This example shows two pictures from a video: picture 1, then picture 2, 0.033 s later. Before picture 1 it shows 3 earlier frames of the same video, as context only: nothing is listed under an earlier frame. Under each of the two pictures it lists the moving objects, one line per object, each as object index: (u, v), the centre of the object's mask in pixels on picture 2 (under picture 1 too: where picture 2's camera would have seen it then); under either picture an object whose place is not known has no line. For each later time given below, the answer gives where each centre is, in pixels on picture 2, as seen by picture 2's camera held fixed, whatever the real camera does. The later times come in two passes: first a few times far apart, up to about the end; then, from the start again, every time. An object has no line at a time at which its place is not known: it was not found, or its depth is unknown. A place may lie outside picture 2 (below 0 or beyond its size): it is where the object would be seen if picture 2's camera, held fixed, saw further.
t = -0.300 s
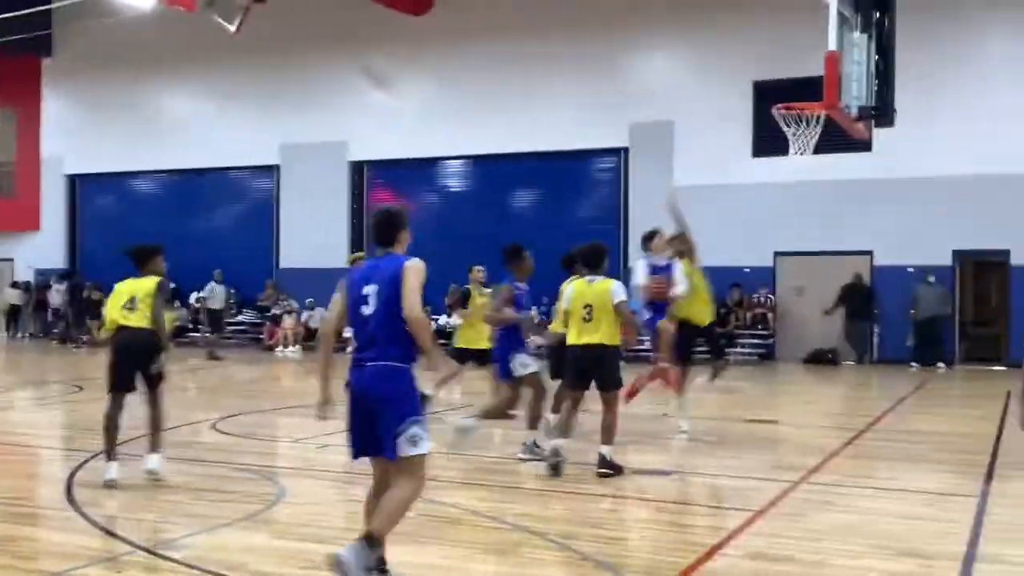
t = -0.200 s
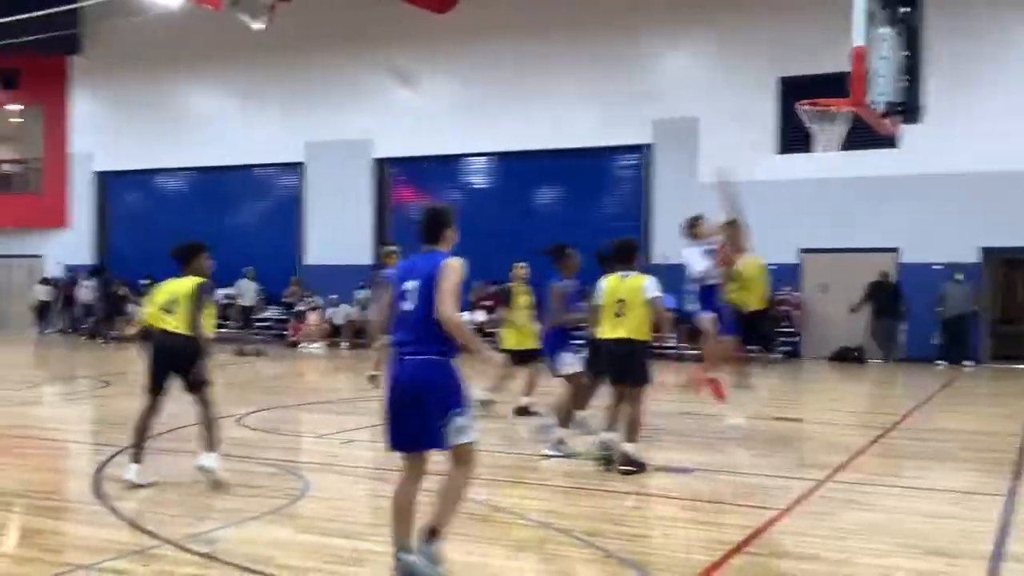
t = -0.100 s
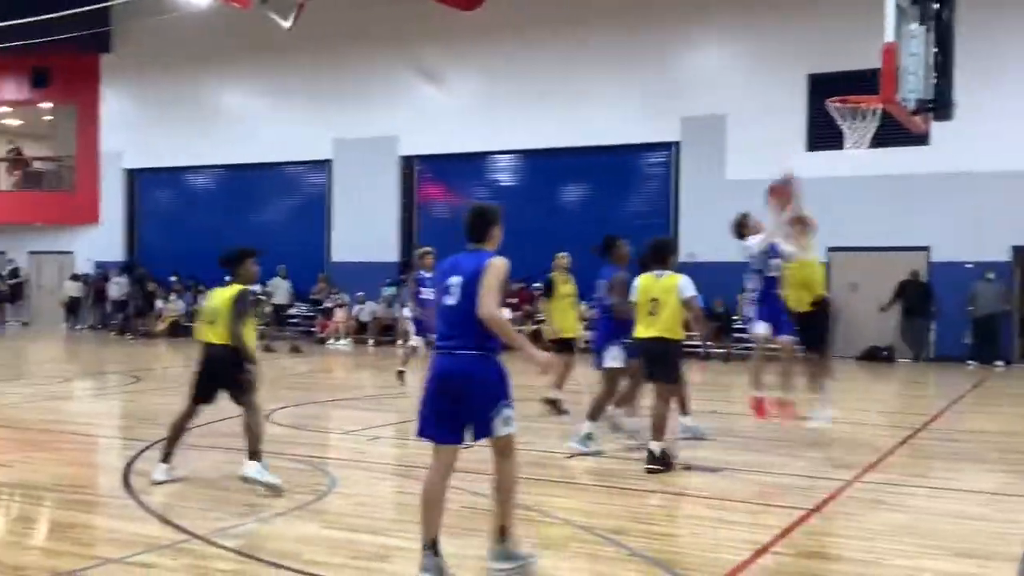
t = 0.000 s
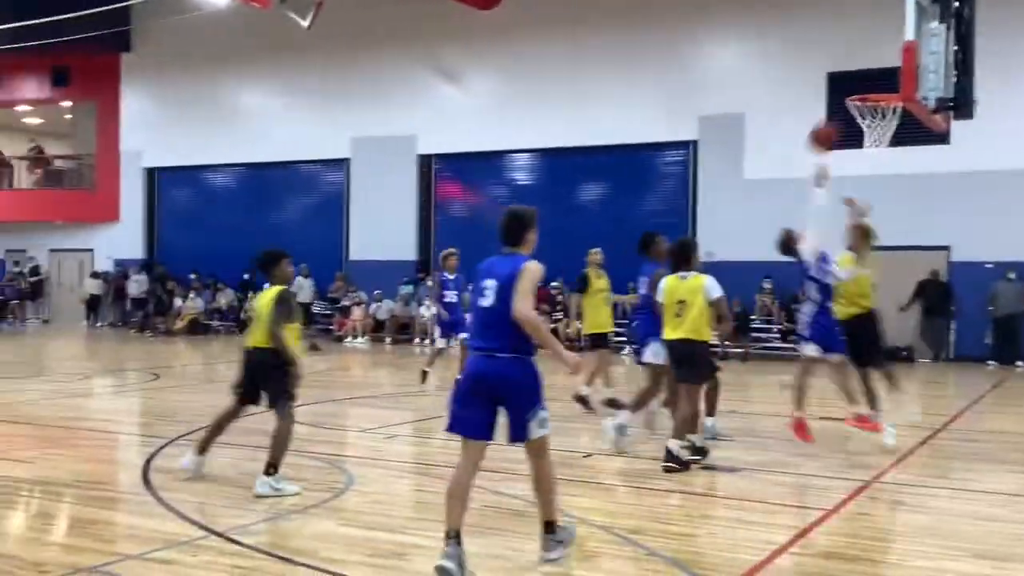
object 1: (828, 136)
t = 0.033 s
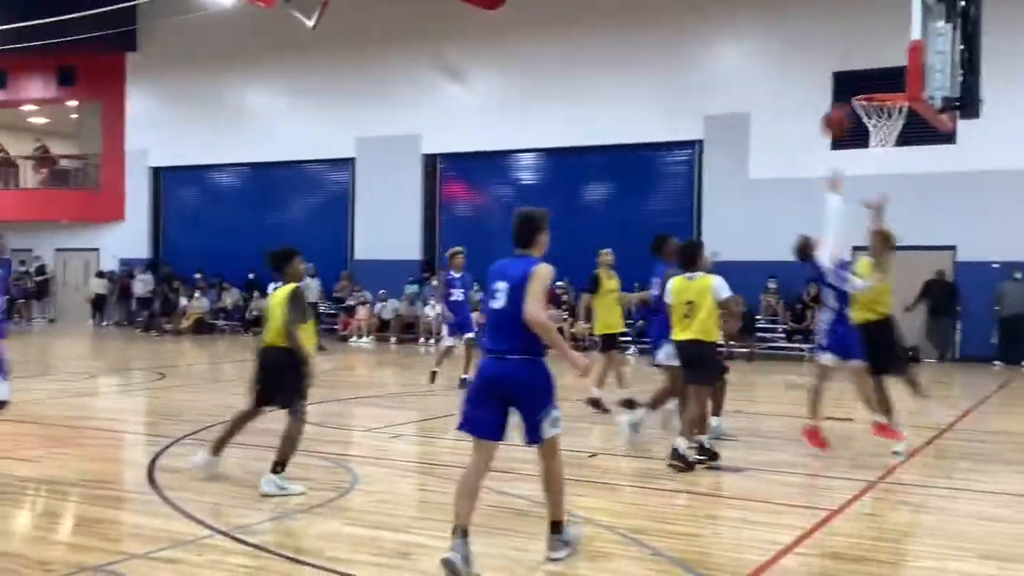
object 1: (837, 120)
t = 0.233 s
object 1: (880, 58)
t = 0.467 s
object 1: (898, 41)
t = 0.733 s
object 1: (872, 86)
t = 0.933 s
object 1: (880, 153)
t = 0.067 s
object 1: (844, 108)
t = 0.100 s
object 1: (850, 94)
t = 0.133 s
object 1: (857, 84)
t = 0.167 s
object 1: (864, 75)
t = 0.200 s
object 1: (872, 66)
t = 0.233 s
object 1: (880, 58)
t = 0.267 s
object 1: (886, 52)
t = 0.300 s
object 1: (893, 47)
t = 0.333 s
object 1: (897, 44)
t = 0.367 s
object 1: (901, 41)
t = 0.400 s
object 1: (902, 40)
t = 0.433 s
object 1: (900, 40)
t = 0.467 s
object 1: (898, 41)
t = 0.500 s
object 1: (896, 44)
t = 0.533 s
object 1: (893, 47)
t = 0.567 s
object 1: (890, 52)
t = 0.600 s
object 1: (886, 58)
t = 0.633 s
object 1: (882, 66)
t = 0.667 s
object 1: (879, 76)
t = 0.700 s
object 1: (876, 81)
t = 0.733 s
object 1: (872, 86)
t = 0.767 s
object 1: (870, 105)
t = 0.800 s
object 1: (868, 113)
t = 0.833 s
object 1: (874, 126)
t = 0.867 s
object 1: (876, 132)
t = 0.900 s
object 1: (876, 146)
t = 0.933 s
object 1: (880, 153)
